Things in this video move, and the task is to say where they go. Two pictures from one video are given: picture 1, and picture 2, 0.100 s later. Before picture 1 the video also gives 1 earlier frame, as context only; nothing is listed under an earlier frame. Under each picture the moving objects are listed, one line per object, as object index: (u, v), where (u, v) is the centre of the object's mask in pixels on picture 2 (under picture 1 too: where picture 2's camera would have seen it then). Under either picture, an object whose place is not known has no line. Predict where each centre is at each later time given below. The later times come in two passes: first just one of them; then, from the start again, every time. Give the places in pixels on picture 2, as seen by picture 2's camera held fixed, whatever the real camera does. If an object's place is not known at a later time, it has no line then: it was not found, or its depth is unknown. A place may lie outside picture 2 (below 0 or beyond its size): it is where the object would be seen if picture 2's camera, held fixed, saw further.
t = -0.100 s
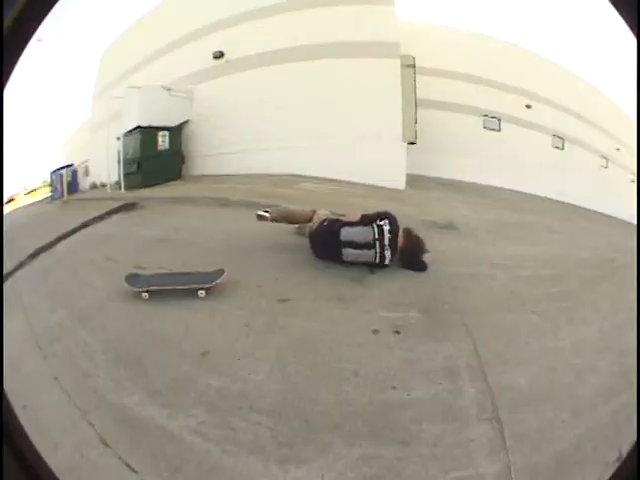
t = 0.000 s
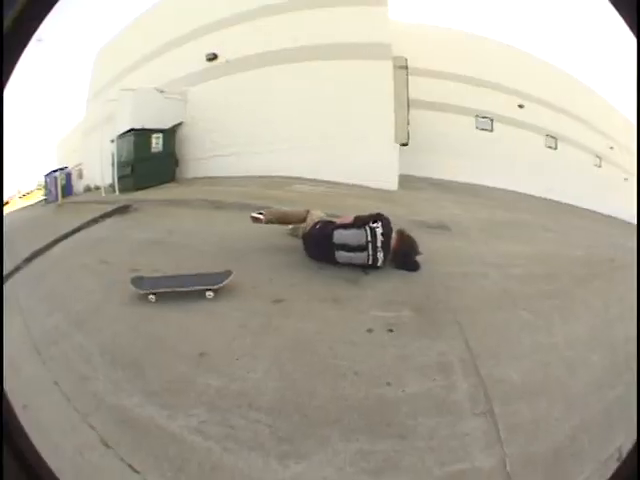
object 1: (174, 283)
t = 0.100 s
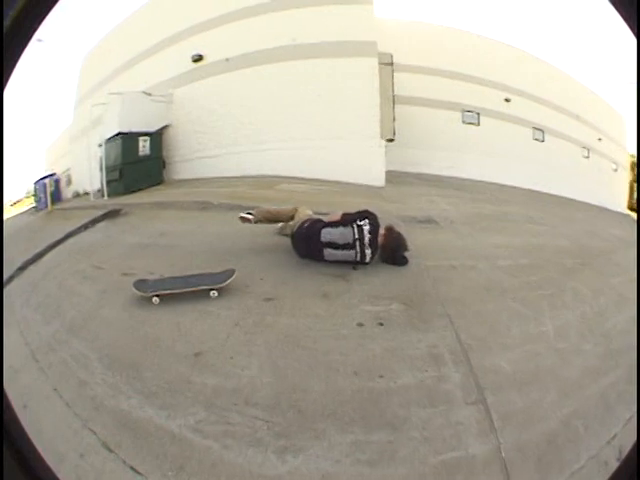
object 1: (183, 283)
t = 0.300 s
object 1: (205, 285)
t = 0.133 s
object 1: (187, 284)
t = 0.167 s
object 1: (191, 284)
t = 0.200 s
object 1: (194, 285)
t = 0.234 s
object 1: (197, 285)
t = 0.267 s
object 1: (201, 285)
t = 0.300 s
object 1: (205, 285)
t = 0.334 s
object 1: (210, 285)
